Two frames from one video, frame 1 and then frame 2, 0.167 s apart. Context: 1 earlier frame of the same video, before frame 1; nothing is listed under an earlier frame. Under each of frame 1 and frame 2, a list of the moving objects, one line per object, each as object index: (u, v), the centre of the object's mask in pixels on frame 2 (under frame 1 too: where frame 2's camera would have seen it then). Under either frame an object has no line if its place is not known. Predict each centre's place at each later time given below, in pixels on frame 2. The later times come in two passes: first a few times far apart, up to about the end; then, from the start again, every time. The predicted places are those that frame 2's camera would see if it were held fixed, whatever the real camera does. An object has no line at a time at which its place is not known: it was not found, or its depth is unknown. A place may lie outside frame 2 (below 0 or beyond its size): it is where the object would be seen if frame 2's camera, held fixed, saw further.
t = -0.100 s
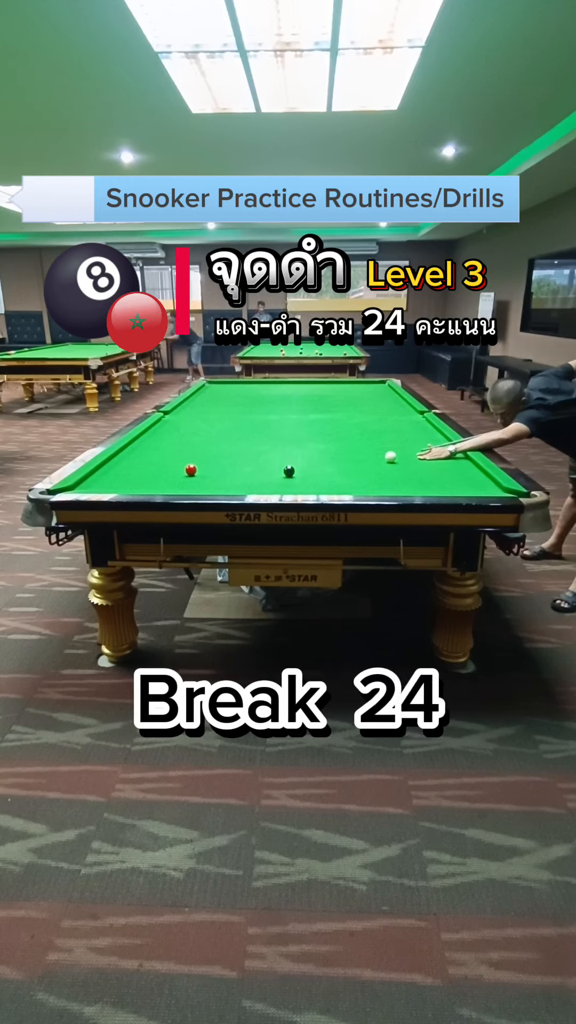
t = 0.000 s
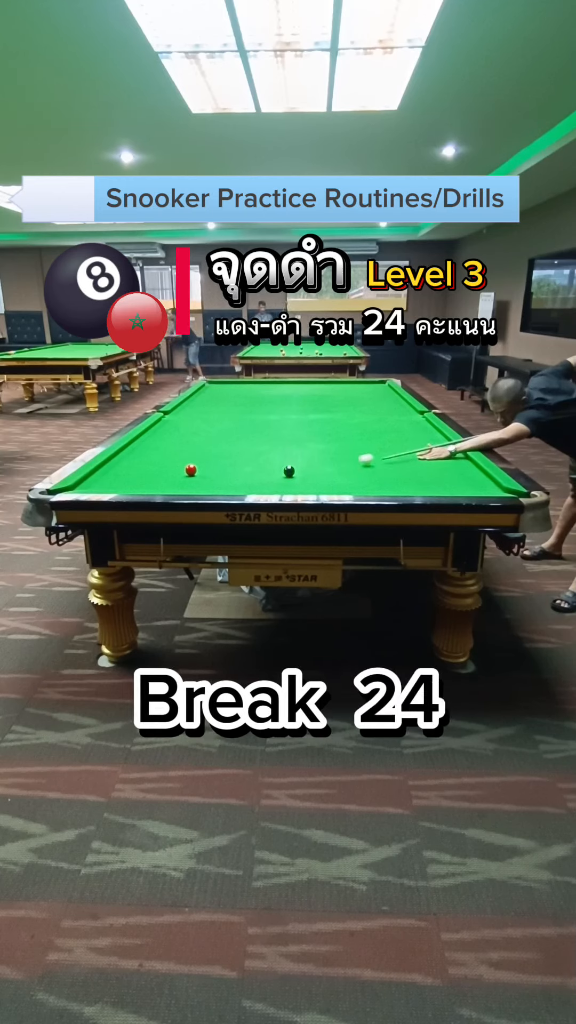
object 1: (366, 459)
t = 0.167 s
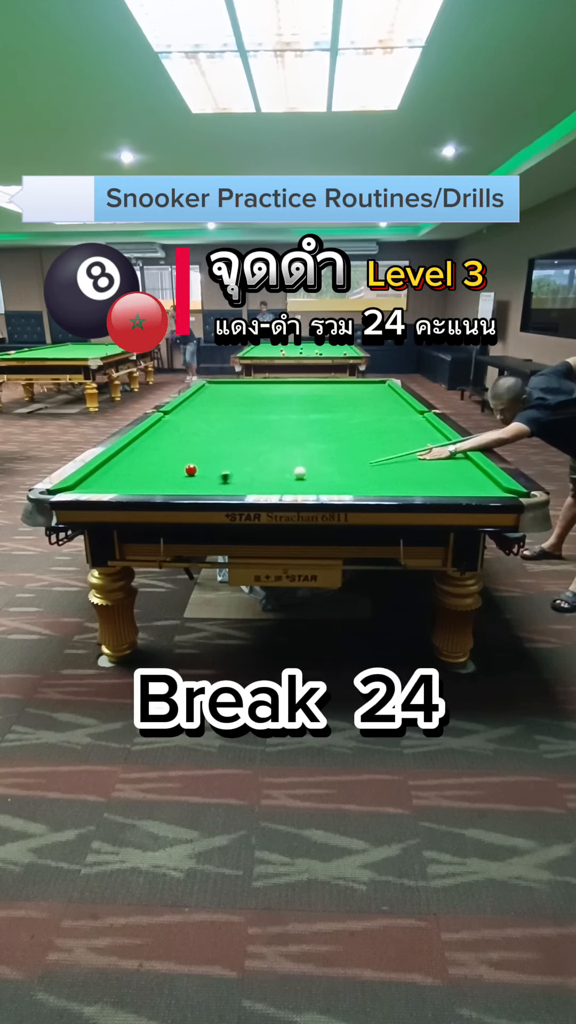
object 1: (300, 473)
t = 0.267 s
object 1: (298, 476)
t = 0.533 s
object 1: (293, 485)
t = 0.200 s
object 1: (299, 474)
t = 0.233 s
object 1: (298, 475)
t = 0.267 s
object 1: (298, 476)
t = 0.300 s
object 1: (297, 477)
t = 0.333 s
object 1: (297, 479)
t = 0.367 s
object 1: (296, 480)
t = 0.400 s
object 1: (296, 481)
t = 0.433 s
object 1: (295, 482)
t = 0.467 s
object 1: (295, 483)
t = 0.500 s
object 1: (294, 483)
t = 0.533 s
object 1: (293, 485)
